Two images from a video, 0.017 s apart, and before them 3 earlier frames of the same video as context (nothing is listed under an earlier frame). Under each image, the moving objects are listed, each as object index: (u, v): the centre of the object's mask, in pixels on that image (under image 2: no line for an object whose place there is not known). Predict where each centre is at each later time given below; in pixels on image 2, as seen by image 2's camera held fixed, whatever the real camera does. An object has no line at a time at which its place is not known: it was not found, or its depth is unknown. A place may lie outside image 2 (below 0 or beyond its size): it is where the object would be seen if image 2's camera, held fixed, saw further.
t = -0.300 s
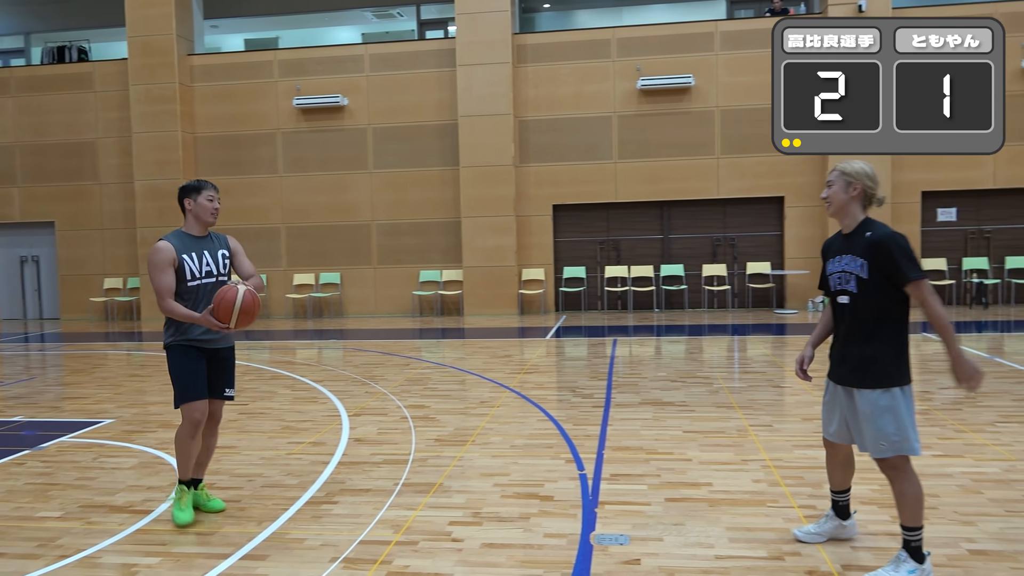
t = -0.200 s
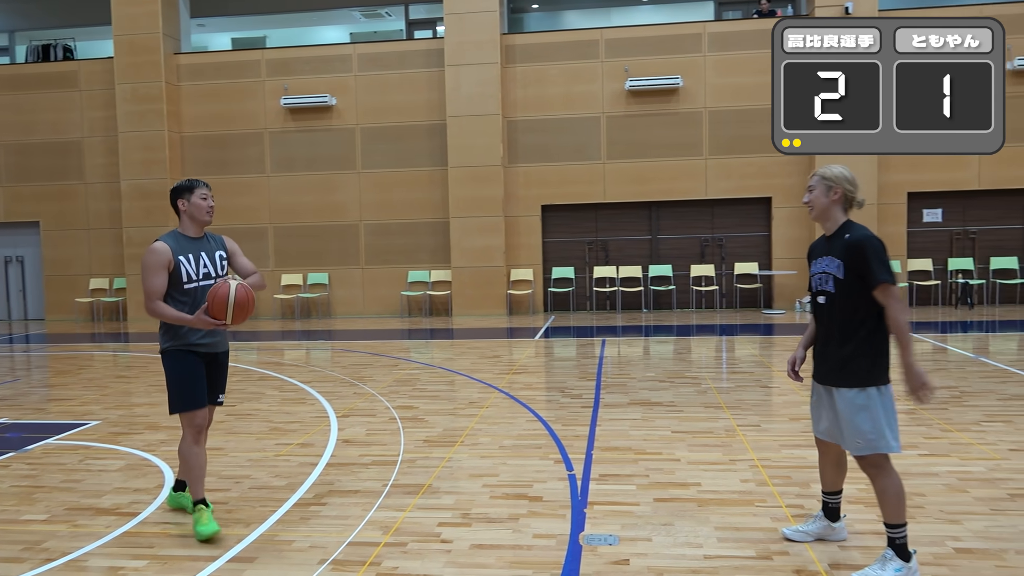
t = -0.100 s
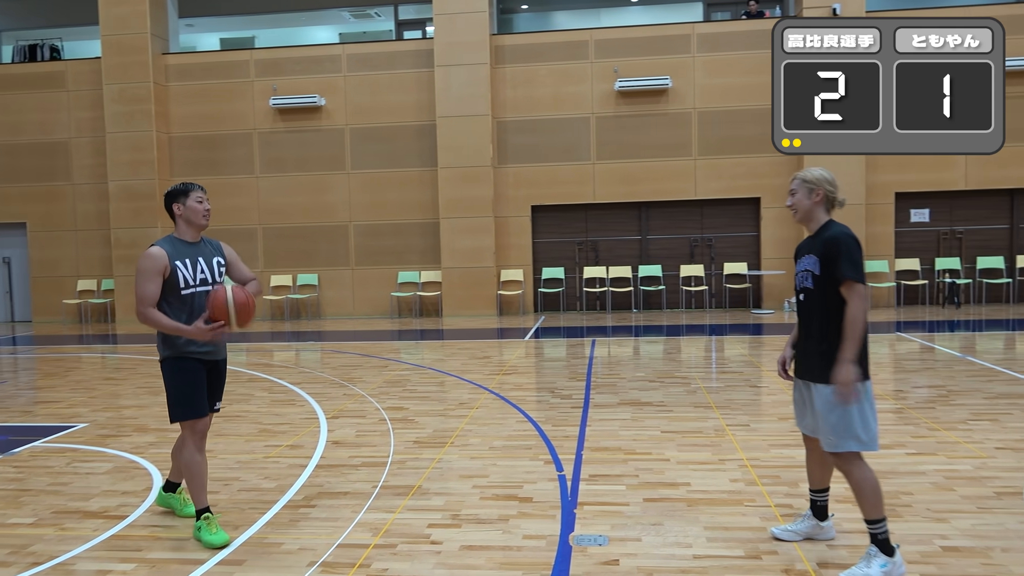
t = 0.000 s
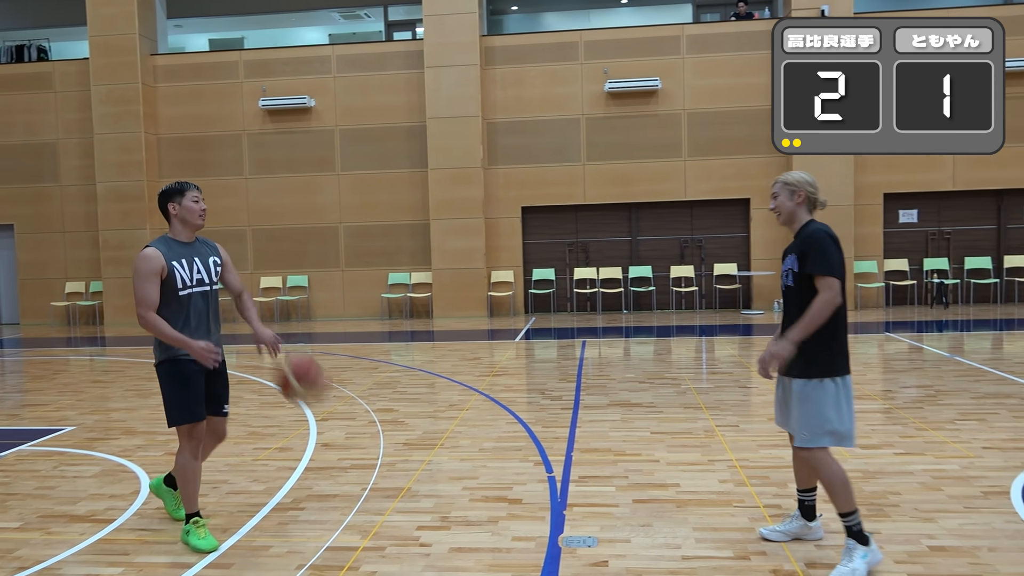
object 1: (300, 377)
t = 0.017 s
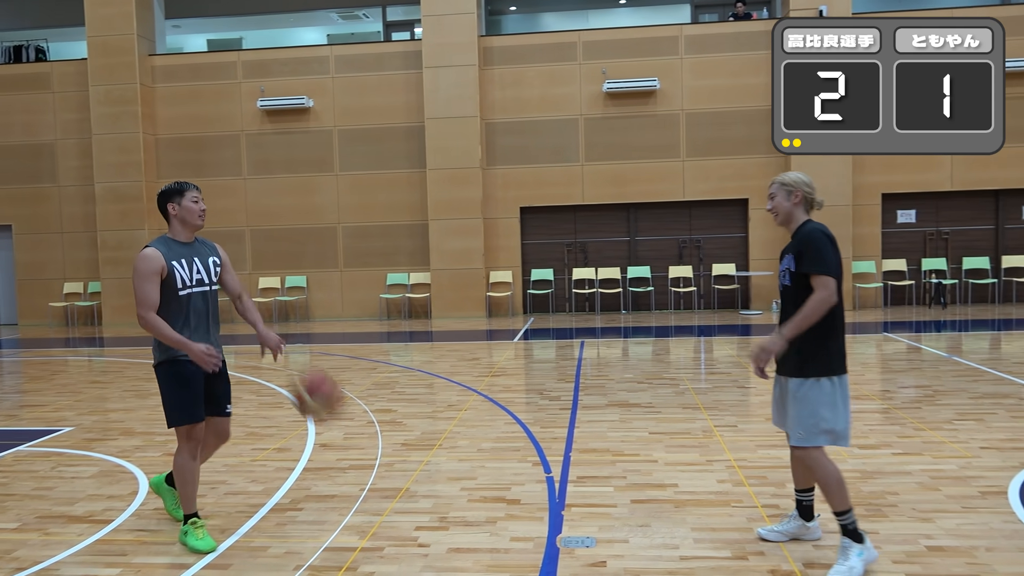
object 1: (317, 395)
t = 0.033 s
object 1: (335, 414)
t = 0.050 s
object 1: (353, 430)
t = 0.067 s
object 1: (371, 448)
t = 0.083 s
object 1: (391, 468)
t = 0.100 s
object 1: (411, 488)
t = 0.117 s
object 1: (430, 511)
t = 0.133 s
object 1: (445, 523)
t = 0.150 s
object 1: (454, 507)
